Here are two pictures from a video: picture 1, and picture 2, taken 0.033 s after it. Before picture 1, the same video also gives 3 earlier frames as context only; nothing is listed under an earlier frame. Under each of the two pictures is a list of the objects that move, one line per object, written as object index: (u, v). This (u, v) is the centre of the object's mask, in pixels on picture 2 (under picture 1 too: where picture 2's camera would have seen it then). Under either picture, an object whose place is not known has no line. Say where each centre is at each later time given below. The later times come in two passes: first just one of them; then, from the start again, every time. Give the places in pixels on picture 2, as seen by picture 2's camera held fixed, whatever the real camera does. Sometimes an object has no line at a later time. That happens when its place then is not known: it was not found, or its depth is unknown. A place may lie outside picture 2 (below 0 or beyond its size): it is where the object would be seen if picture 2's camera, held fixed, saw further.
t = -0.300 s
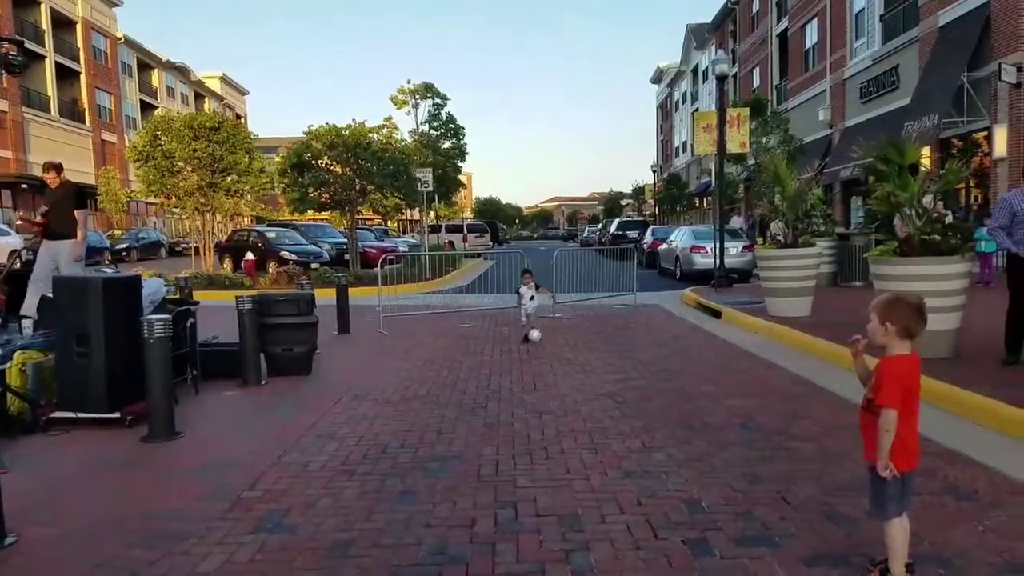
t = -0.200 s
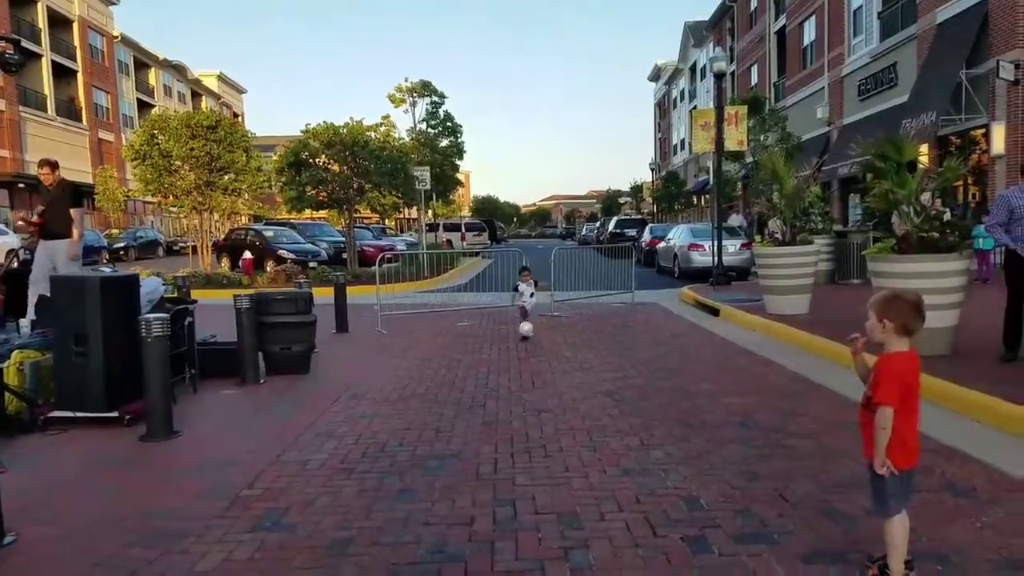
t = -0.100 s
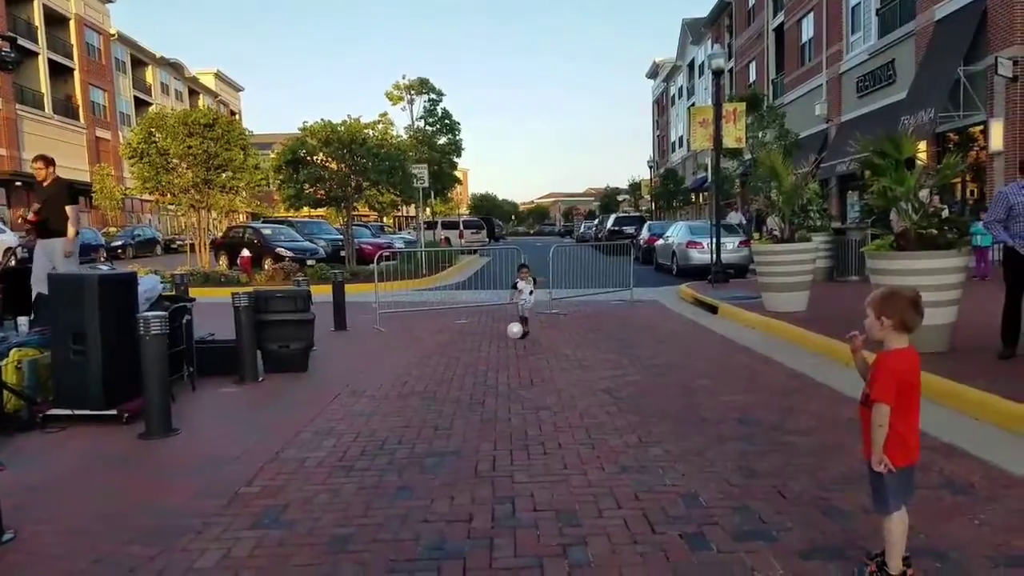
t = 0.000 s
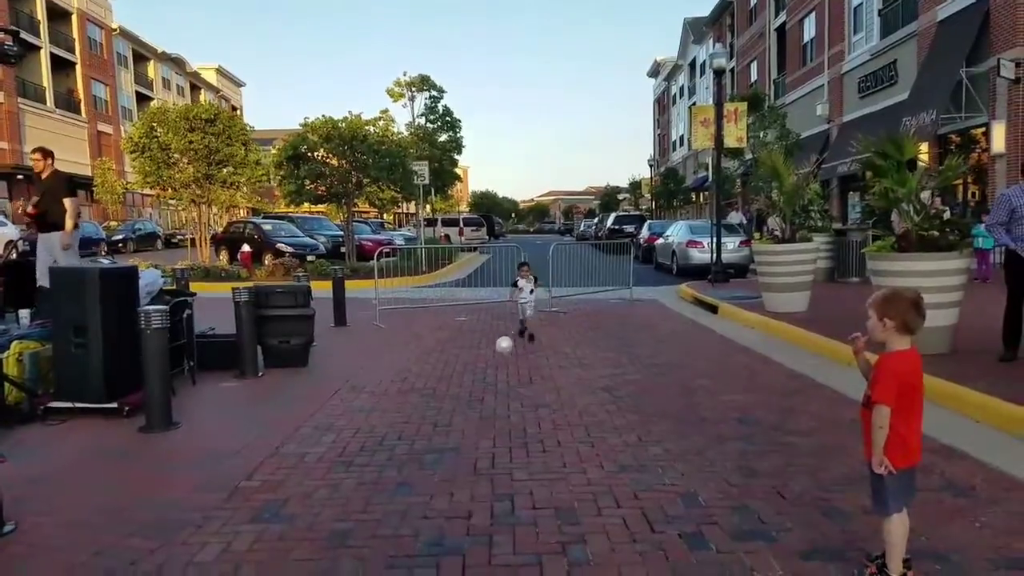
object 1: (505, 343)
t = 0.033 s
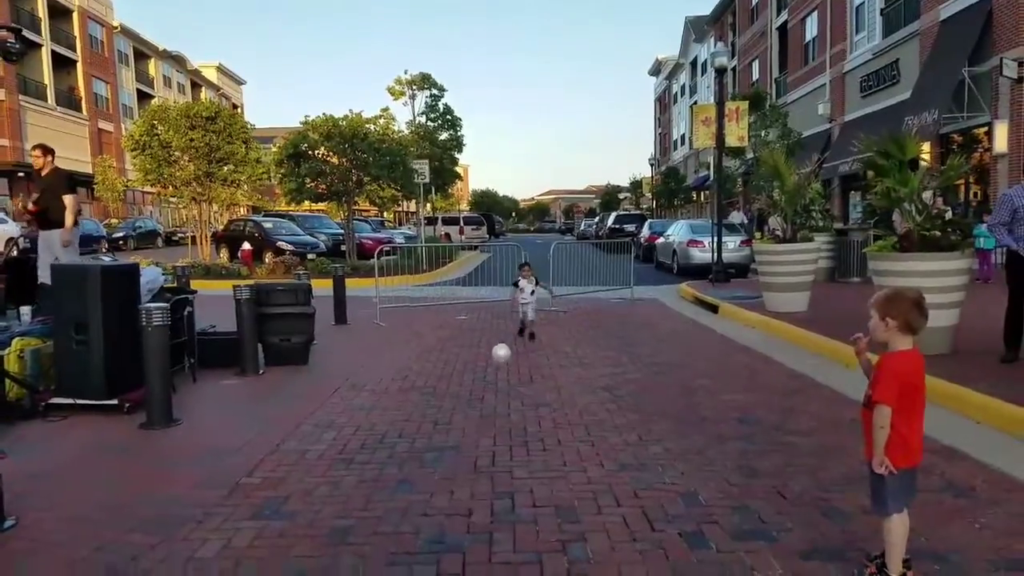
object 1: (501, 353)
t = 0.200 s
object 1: (483, 406)
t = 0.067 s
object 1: (497, 363)
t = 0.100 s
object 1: (493, 377)
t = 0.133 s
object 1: (489, 393)
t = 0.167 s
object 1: (484, 410)
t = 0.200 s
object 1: (483, 406)
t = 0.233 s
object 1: (481, 402)
